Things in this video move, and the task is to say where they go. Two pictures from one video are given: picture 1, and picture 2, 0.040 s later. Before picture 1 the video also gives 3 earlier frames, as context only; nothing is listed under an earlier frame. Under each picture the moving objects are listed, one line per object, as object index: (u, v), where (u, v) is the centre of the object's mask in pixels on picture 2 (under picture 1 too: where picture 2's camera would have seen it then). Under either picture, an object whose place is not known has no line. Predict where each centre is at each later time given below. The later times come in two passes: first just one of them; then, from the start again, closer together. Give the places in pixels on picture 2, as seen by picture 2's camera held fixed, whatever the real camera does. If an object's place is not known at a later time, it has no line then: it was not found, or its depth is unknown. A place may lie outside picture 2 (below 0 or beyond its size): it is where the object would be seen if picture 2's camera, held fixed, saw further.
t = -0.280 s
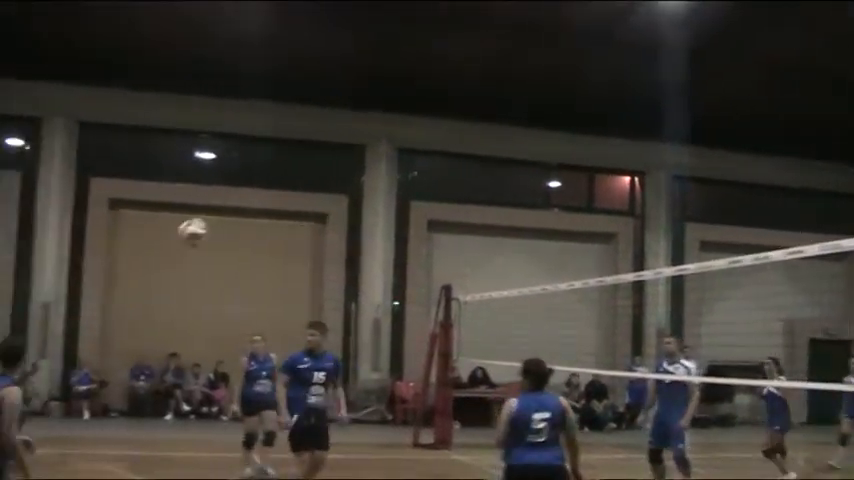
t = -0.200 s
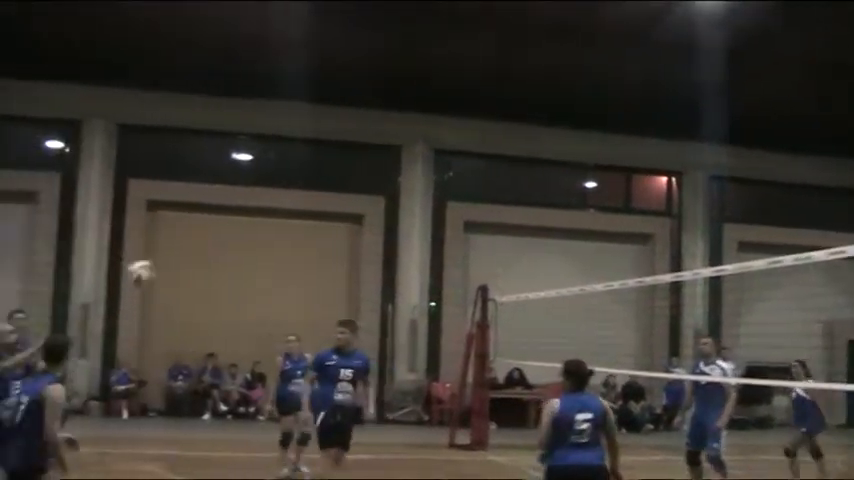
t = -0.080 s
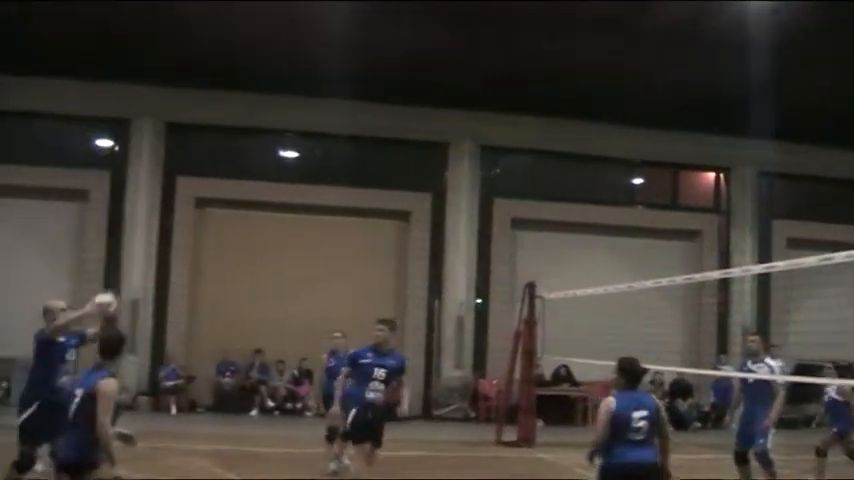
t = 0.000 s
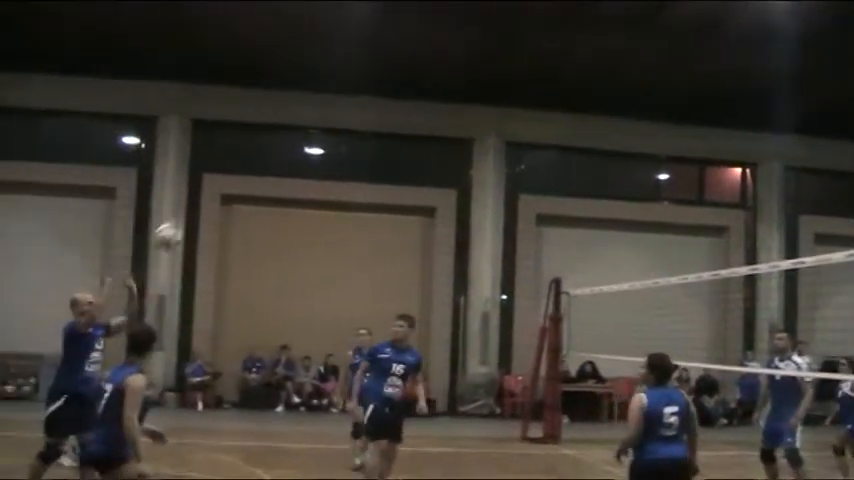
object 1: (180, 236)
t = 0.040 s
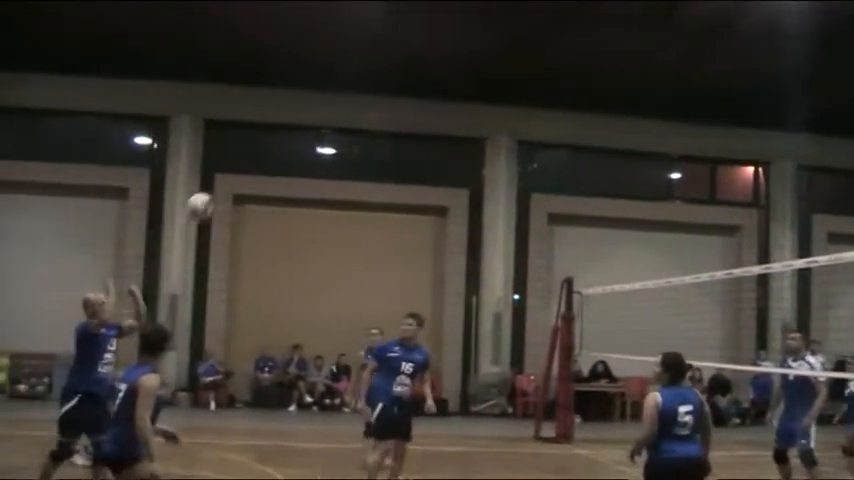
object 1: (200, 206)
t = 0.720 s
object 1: (497, 20)
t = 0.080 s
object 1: (215, 178)
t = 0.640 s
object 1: (464, 16)
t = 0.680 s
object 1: (480, 17)
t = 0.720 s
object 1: (497, 20)
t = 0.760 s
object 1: (517, 27)
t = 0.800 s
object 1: (534, 36)
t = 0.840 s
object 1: (552, 47)
